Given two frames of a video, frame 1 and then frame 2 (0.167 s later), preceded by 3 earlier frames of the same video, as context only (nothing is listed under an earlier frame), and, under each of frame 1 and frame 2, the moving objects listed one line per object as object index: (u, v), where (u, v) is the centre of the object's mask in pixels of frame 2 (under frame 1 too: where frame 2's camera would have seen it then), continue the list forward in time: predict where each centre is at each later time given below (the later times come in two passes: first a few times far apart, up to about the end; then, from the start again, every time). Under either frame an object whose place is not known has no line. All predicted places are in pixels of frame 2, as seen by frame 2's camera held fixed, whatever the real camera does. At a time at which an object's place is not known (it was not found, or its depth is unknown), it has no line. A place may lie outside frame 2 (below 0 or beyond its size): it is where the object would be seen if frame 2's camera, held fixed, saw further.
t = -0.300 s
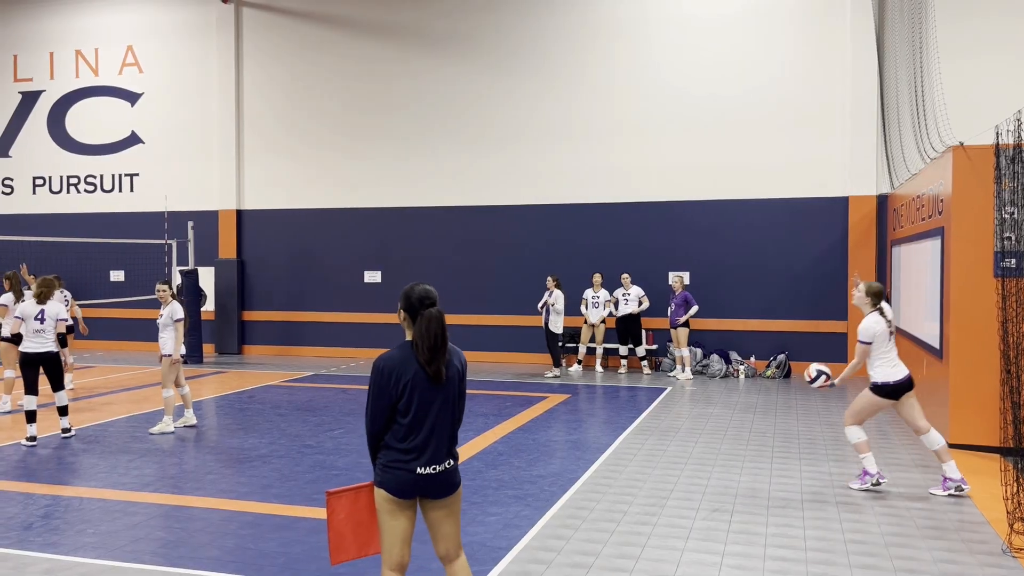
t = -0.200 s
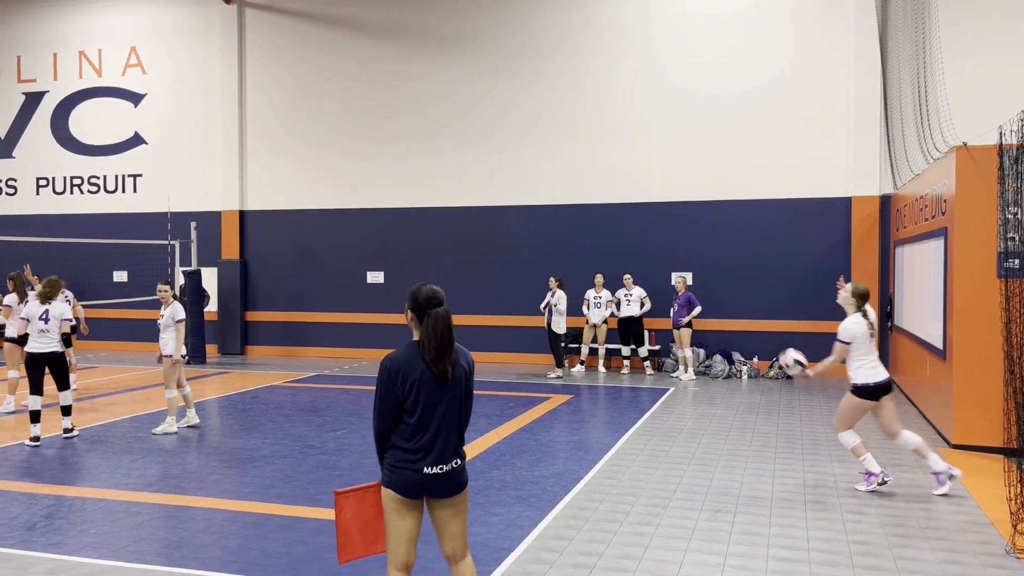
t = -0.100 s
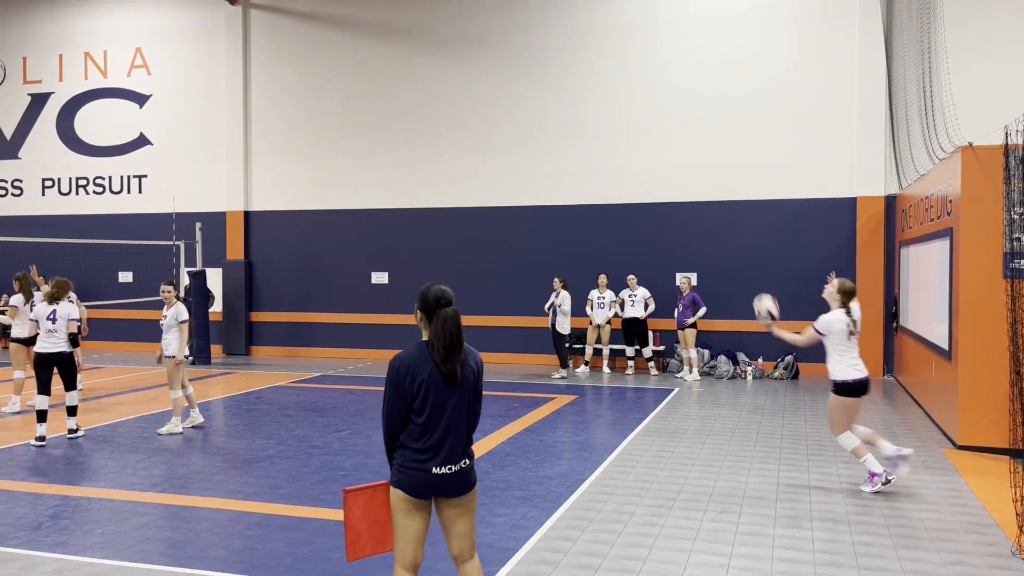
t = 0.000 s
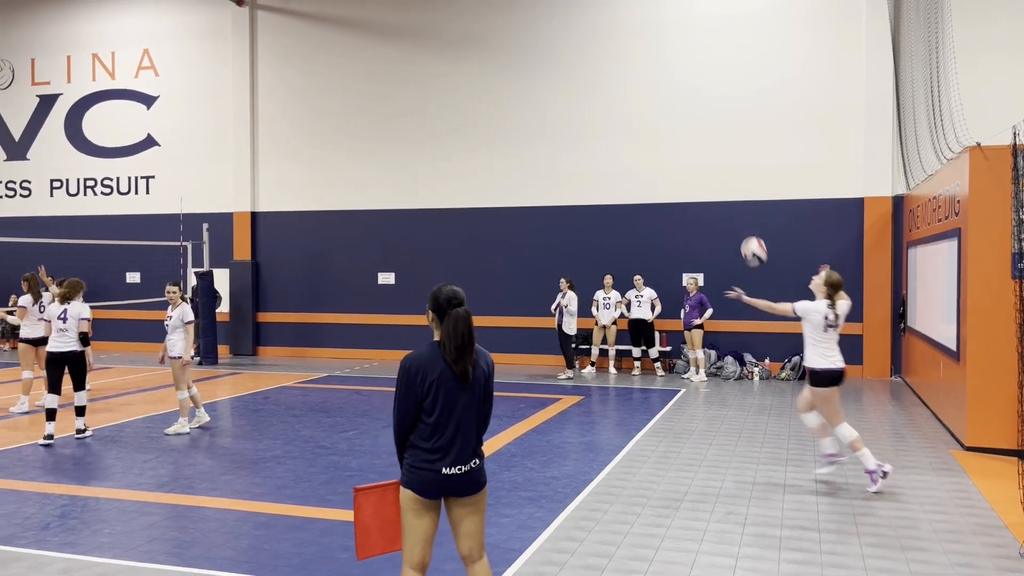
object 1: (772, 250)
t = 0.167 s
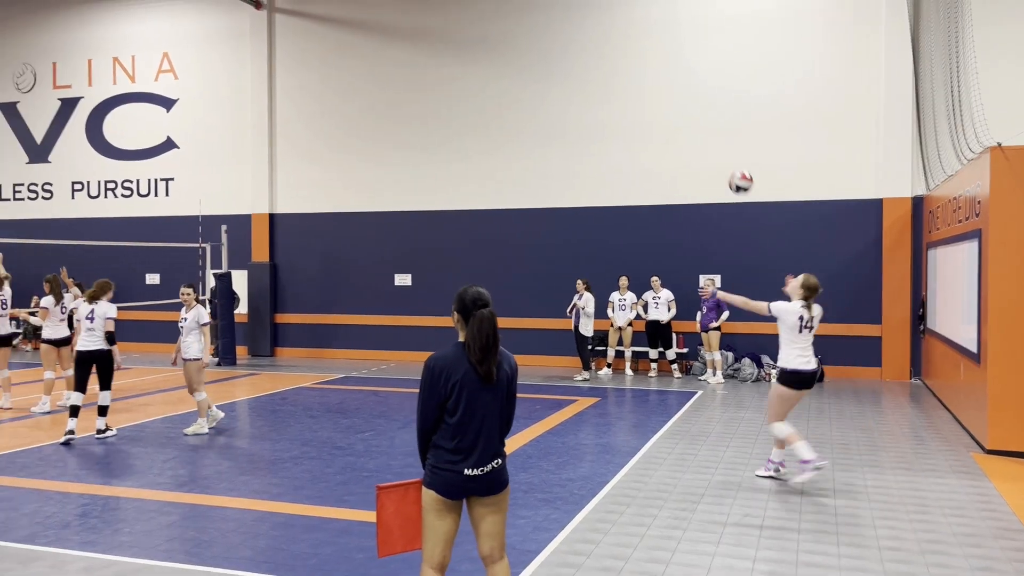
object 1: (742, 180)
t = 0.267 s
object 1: (723, 153)
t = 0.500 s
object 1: (681, 137)
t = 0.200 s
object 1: (736, 170)
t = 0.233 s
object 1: (729, 161)
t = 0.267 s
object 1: (723, 153)
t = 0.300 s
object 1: (717, 147)
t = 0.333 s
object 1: (711, 142)
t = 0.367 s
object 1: (705, 139)
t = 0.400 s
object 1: (699, 136)
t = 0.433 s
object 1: (693, 135)
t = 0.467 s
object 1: (687, 135)
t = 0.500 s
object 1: (681, 137)
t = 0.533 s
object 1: (676, 139)
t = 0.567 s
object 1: (669, 143)
